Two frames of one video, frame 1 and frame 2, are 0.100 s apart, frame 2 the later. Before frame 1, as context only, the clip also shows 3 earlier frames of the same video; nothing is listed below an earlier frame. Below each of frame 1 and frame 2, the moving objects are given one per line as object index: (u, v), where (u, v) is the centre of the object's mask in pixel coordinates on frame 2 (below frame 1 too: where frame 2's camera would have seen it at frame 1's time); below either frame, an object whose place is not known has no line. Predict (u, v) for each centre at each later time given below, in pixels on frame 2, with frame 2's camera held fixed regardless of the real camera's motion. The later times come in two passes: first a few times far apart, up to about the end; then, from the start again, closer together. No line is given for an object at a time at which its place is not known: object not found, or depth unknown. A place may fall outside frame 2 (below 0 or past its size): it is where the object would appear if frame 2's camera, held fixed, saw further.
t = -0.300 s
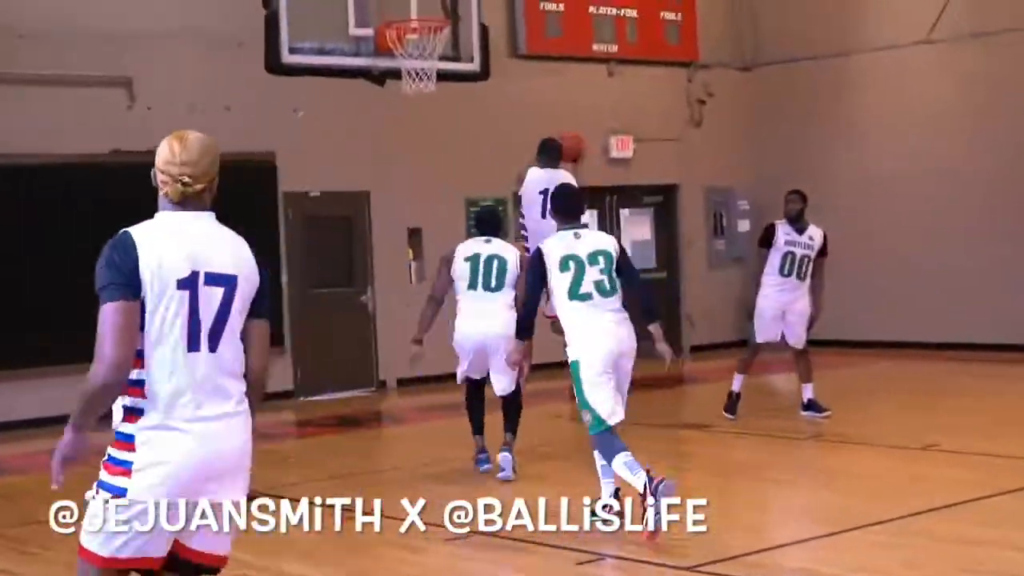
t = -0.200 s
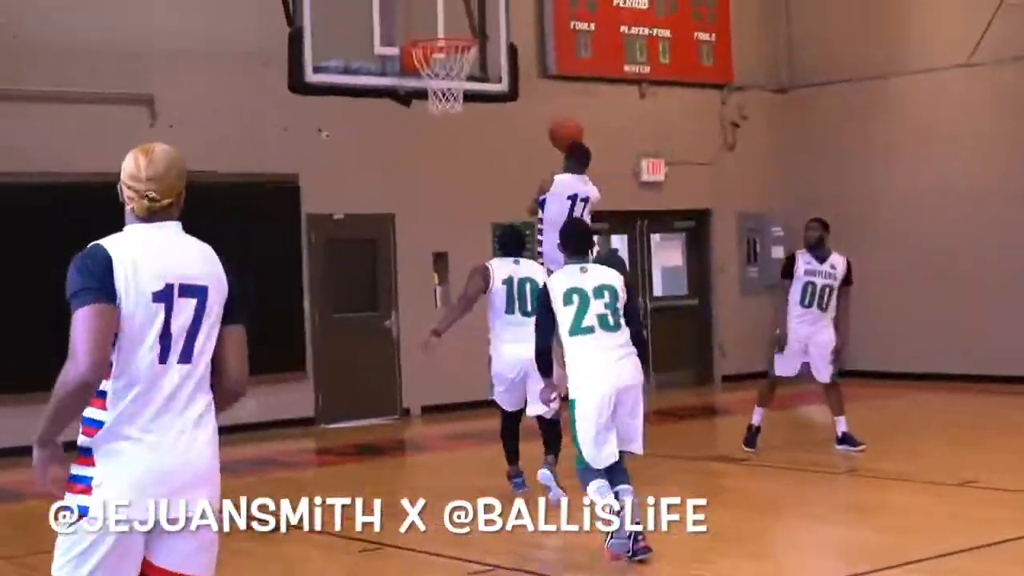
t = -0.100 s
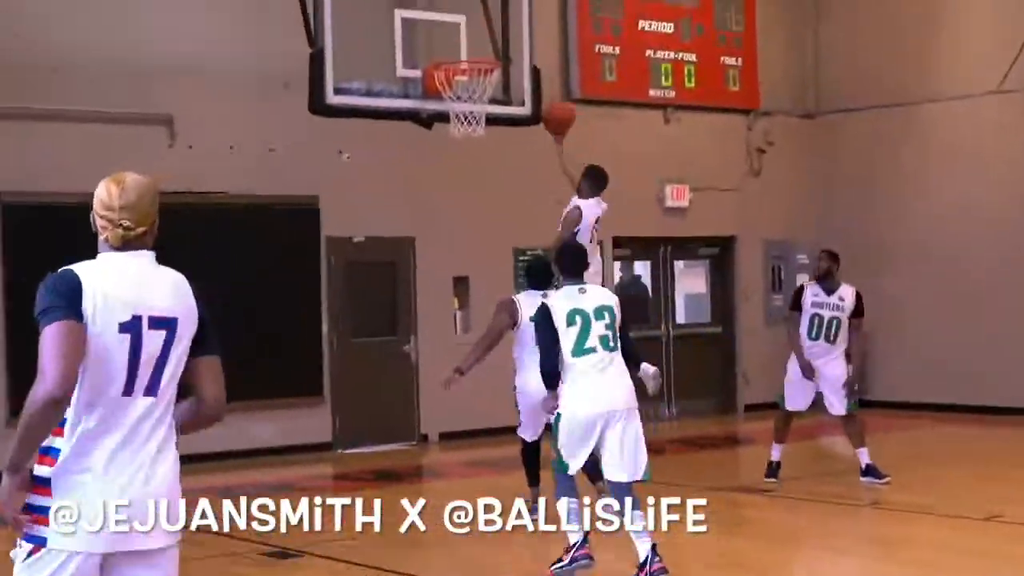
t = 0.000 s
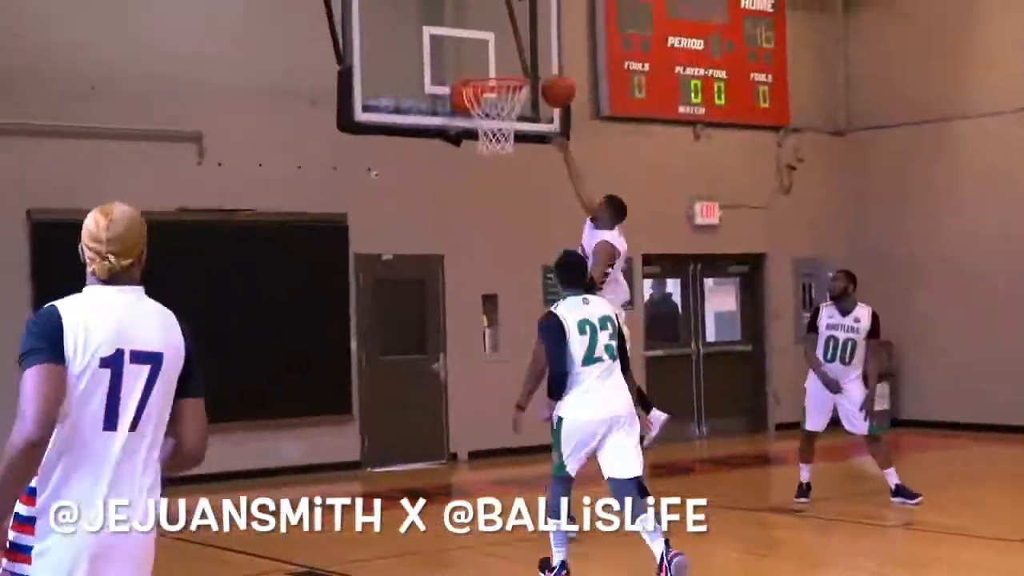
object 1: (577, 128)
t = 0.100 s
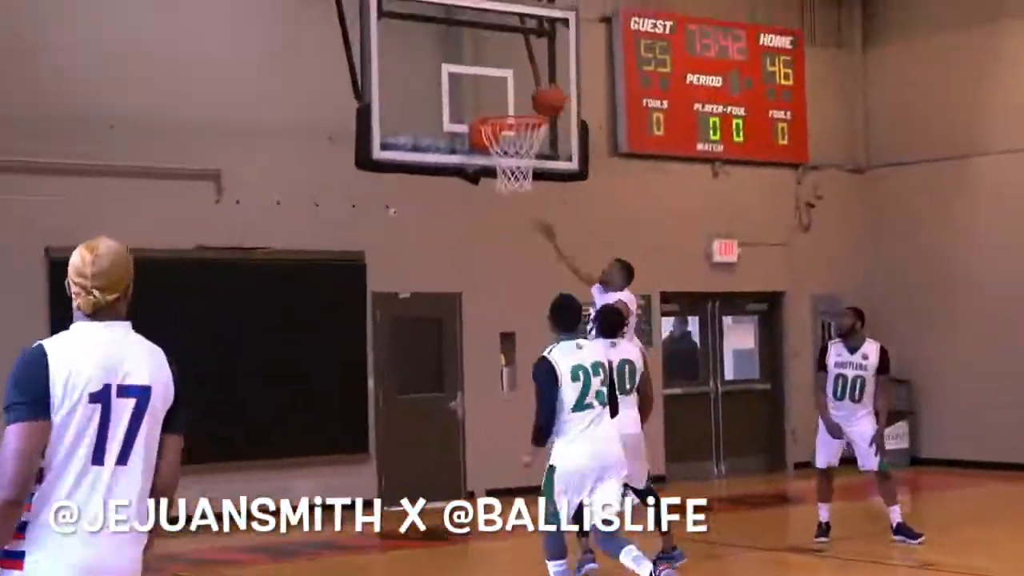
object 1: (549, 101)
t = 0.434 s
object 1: (498, 89)
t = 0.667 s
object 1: (527, 139)
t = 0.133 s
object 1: (540, 95)
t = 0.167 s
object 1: (530, 90)
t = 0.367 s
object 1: (500, 82)
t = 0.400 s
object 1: (499, 85)
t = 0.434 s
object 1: (498, 89)
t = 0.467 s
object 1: (497, 95)
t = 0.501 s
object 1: (496, 103)
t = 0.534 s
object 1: (496, 108)
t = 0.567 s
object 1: (503, 108)
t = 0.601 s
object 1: (510, 124)
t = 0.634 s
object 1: (516, 133)
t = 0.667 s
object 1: (527, 139)
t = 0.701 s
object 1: (536, 146)
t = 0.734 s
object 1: (541, 154)
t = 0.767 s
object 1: (542, 157)
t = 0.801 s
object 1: (544, 169)
